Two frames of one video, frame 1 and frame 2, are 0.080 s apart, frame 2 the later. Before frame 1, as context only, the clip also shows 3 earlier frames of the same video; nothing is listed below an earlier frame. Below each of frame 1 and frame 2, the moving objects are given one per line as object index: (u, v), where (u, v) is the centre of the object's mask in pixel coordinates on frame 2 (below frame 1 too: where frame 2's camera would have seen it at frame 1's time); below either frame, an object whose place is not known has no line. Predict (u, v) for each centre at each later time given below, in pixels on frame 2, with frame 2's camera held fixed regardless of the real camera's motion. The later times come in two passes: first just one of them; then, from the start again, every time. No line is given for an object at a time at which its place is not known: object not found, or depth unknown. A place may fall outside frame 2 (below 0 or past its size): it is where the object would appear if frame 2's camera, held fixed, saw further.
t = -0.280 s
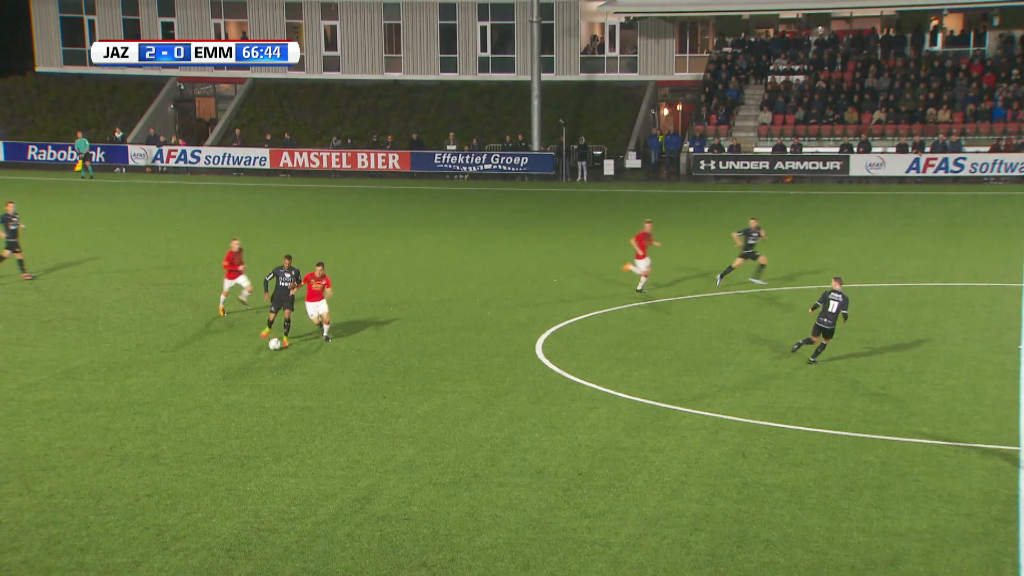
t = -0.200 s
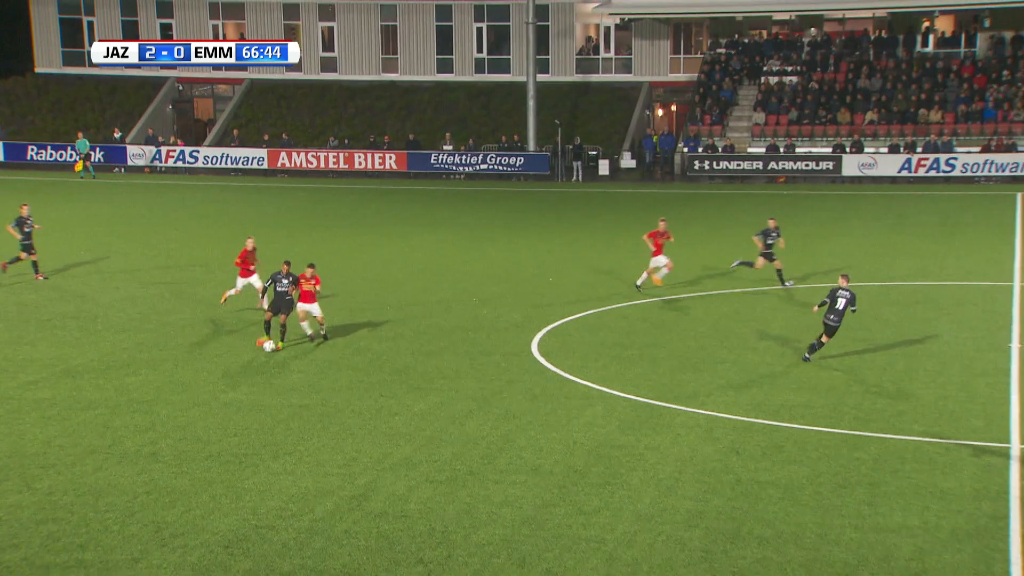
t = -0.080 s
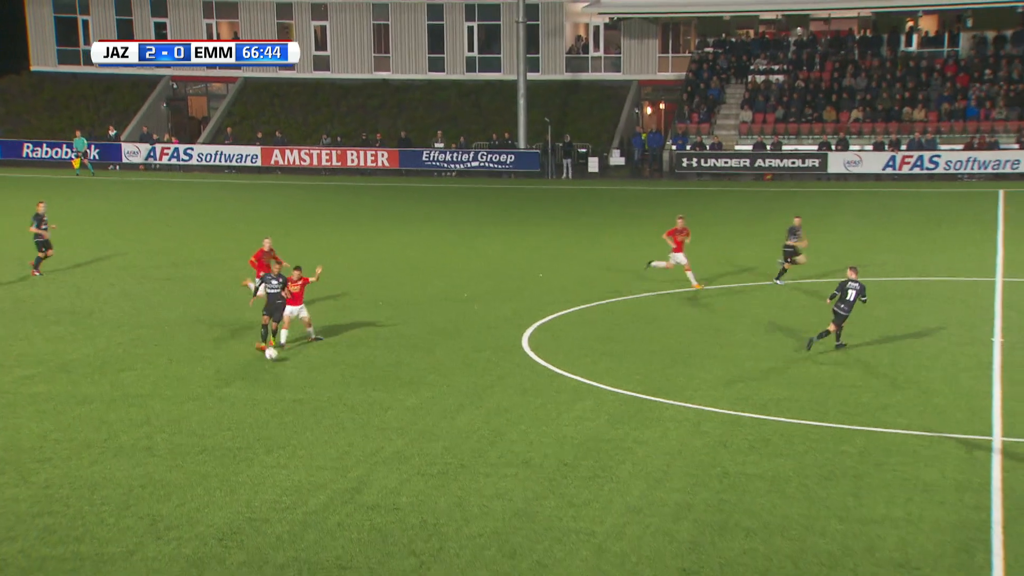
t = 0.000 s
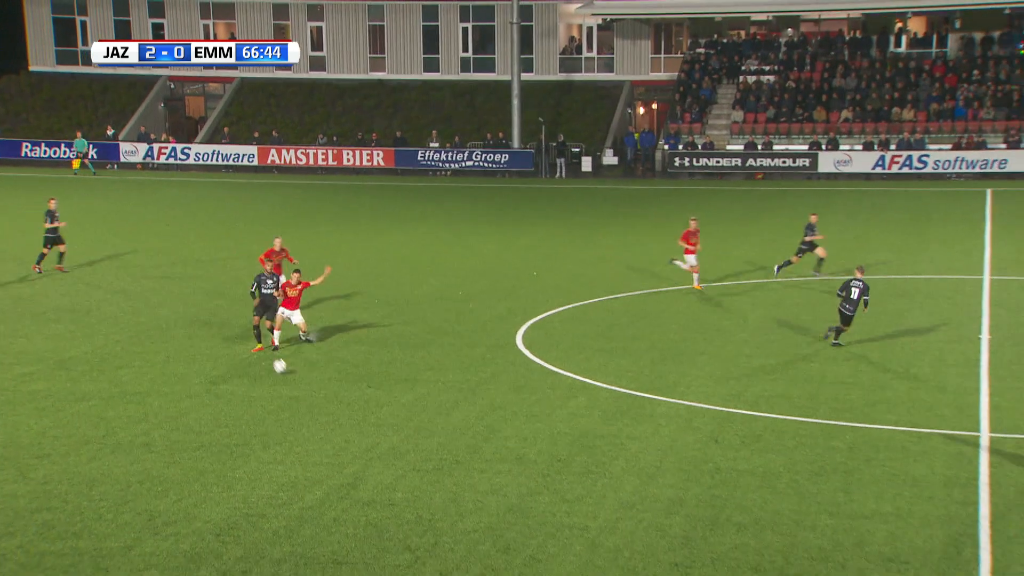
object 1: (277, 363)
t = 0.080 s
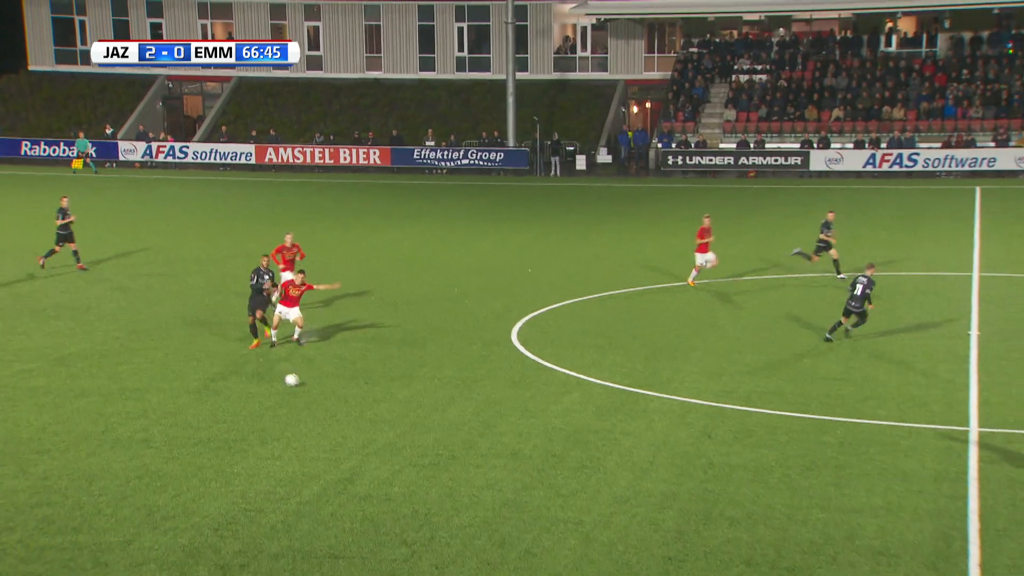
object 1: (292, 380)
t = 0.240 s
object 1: (325, 408)
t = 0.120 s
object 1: (299, 385)
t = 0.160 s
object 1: (307, 391)
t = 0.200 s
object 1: (316, 399)
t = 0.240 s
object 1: (325, 408)
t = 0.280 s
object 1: (335, 419)
